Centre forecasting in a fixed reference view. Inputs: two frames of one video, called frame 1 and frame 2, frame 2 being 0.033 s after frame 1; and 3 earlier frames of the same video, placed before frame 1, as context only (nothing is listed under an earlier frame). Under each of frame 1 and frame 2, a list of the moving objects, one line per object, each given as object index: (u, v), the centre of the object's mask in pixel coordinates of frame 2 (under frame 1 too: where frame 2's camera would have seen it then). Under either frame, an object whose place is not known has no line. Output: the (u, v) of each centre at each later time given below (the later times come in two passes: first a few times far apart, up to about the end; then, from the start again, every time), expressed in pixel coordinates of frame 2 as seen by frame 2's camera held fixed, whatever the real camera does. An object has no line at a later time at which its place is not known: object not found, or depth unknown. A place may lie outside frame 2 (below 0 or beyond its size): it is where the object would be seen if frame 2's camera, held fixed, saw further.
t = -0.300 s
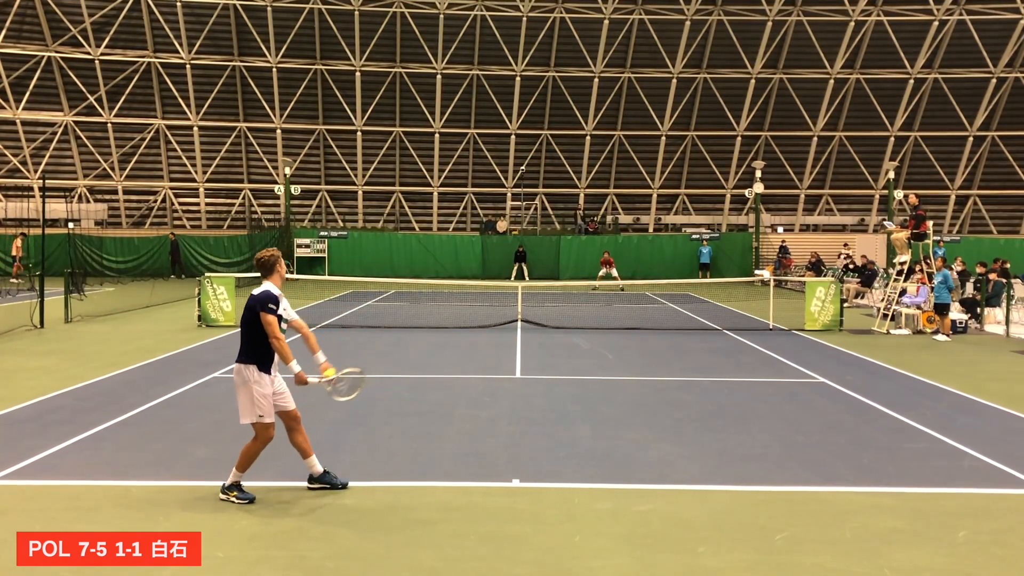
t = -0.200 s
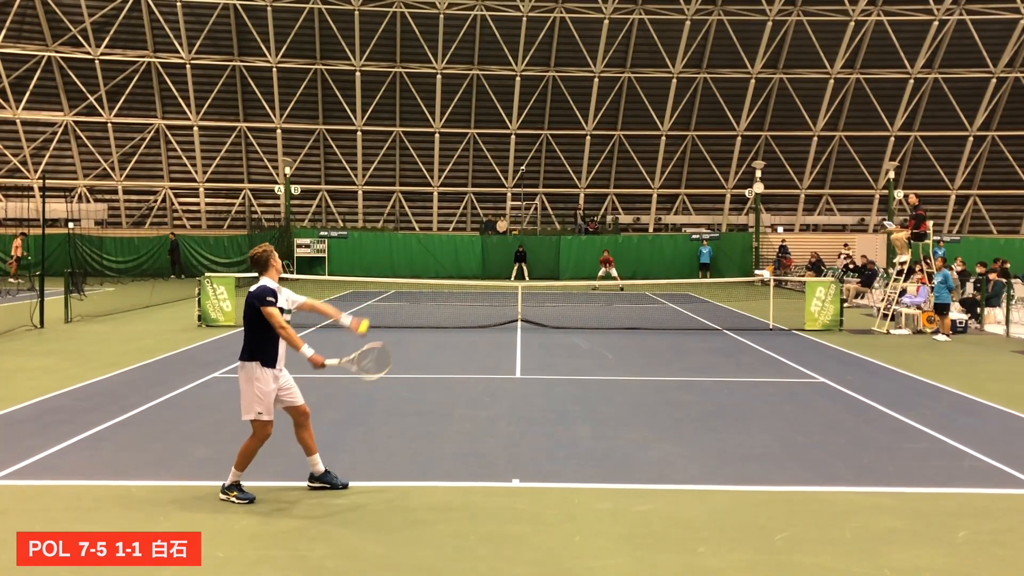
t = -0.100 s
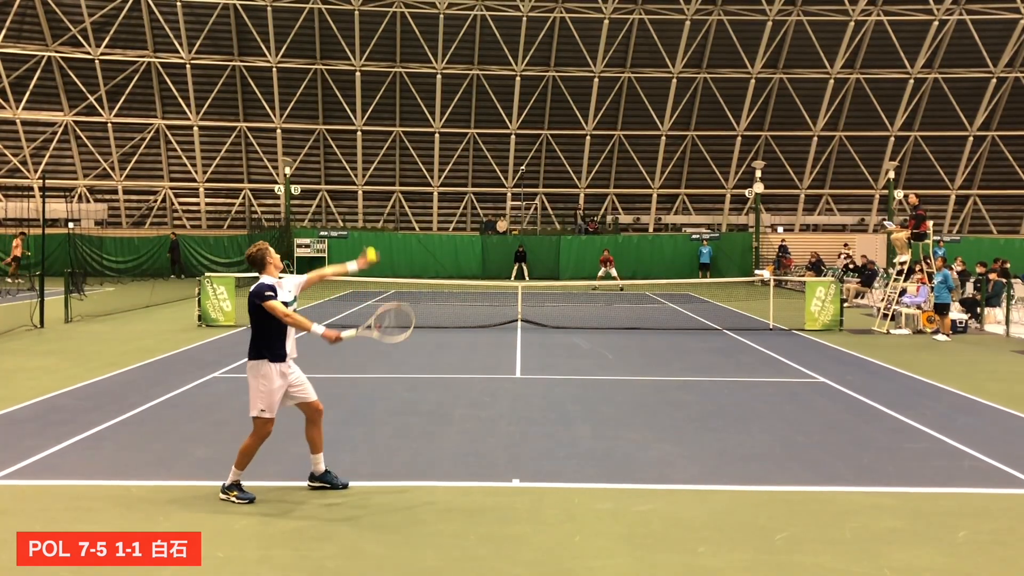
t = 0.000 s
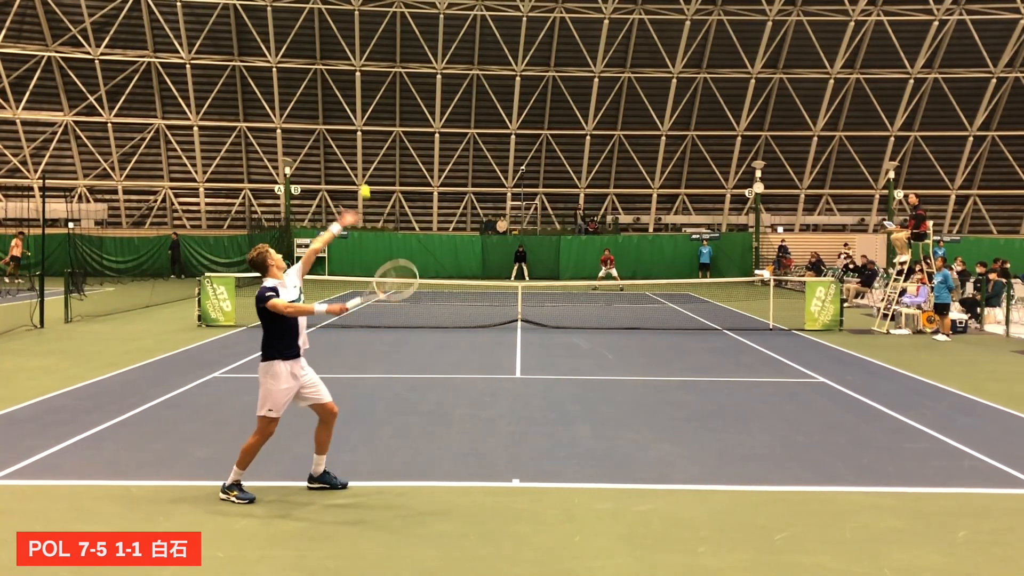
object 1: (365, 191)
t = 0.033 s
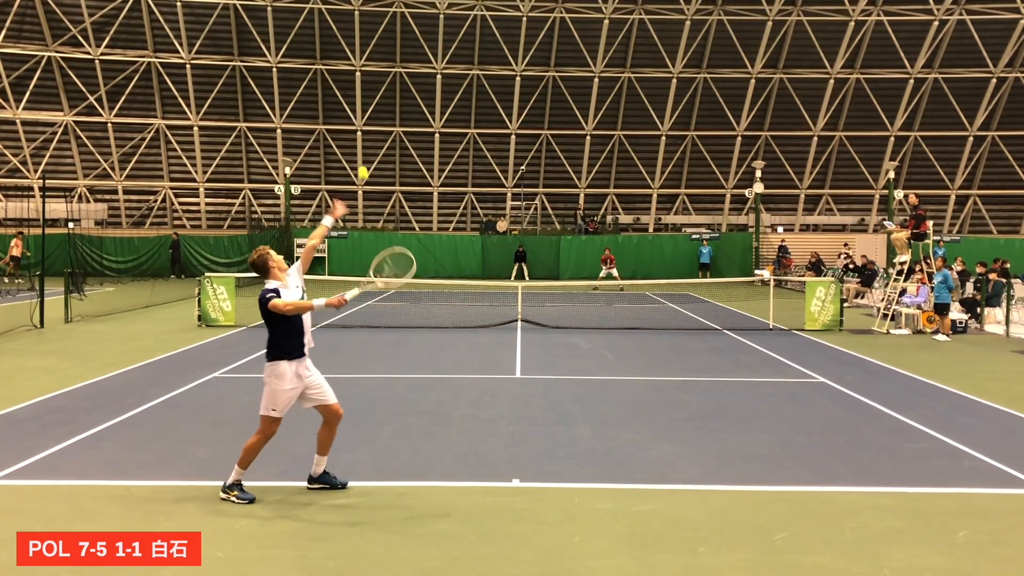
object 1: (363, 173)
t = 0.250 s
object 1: (350, 89)
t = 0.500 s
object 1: (336, 68)
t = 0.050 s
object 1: (362, 164)
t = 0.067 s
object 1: (361, 156)
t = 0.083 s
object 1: (360, 148)
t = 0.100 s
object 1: (359, 140)
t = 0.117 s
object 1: (358, 134)
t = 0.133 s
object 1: (357, 127)
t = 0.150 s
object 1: (356, 120)
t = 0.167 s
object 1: (355, 114)
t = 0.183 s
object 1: (354, 109)
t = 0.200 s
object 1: (353, 103)
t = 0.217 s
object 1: (352, 98)
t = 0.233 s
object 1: (351, 94)
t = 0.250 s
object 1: (350, 89)
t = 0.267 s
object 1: (349, 86)
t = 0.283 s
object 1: (348, 82)
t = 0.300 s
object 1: (347, 78)
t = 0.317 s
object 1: (346, 75)
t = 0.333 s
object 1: (345, 73)
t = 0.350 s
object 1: (345, 70)
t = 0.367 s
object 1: (344, 69)
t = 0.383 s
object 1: (343, 68)
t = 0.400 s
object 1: (342, 67)
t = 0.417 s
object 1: (341, 66)
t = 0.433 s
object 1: (340, 66)
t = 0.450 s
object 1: (339, 66)
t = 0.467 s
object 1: (338, 66)
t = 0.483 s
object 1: (337, 67)
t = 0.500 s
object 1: (336, 68)
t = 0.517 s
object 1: (335, 69)
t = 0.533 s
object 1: (334, 71)
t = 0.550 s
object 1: (334, 73)
